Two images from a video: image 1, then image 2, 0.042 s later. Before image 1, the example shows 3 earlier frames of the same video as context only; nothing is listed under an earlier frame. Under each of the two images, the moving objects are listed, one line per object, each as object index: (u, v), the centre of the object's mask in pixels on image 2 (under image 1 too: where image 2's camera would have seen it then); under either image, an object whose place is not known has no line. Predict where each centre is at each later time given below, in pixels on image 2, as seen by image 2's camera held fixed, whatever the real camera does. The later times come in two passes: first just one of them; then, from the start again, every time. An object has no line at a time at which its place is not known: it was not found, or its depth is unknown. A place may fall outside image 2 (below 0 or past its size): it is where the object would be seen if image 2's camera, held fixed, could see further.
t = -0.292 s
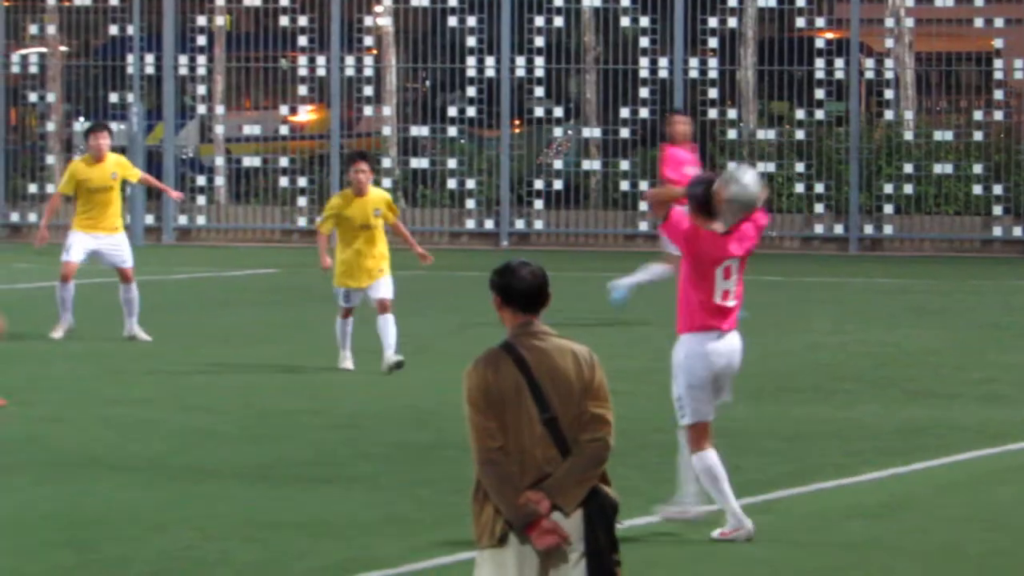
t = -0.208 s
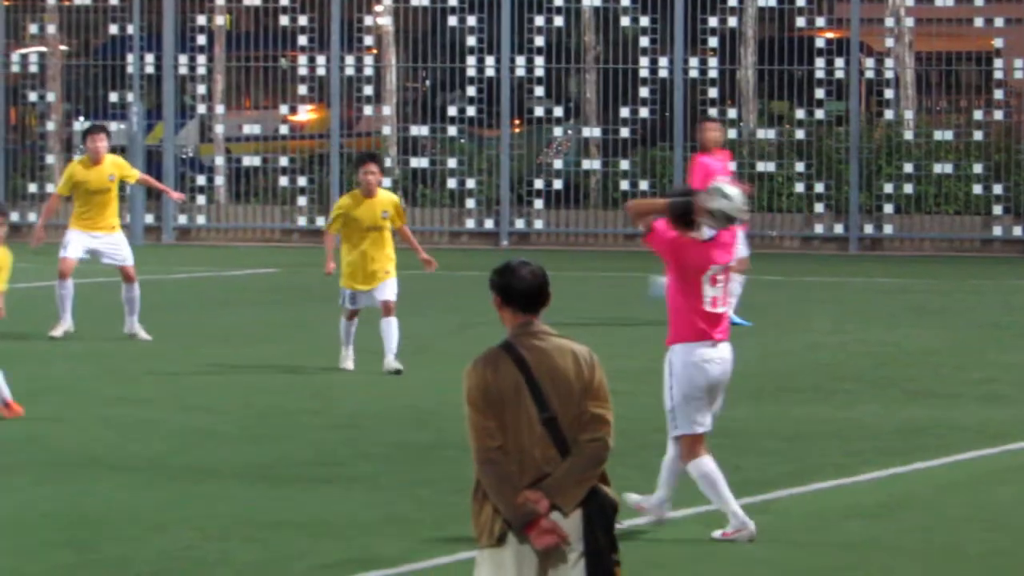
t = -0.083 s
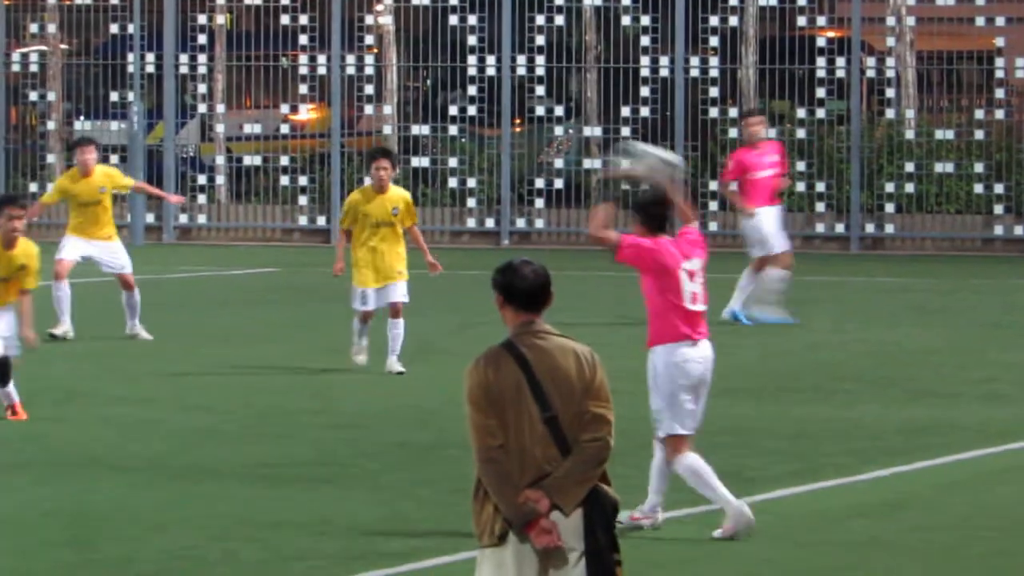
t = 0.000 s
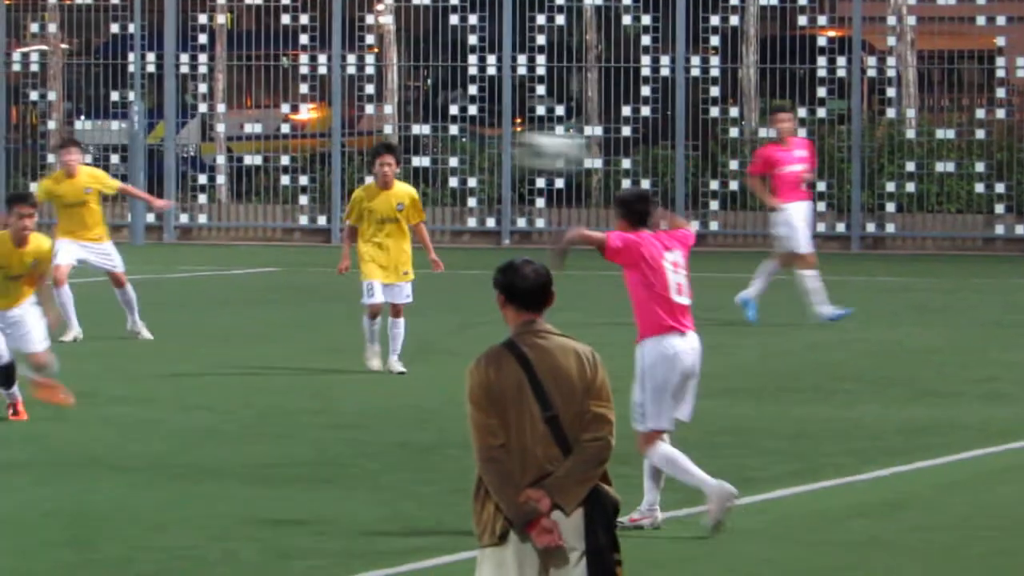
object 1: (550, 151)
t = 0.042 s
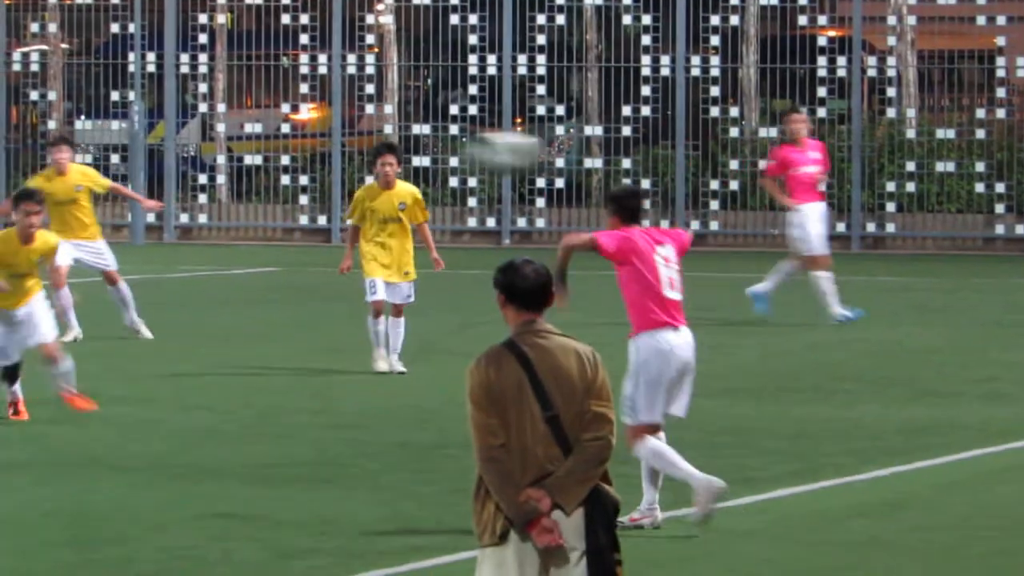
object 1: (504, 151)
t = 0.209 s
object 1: (326, 183)
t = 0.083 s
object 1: (461, 153)
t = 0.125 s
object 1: (412, 160)
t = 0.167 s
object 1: (367, 172)
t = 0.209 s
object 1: (326, 183)
